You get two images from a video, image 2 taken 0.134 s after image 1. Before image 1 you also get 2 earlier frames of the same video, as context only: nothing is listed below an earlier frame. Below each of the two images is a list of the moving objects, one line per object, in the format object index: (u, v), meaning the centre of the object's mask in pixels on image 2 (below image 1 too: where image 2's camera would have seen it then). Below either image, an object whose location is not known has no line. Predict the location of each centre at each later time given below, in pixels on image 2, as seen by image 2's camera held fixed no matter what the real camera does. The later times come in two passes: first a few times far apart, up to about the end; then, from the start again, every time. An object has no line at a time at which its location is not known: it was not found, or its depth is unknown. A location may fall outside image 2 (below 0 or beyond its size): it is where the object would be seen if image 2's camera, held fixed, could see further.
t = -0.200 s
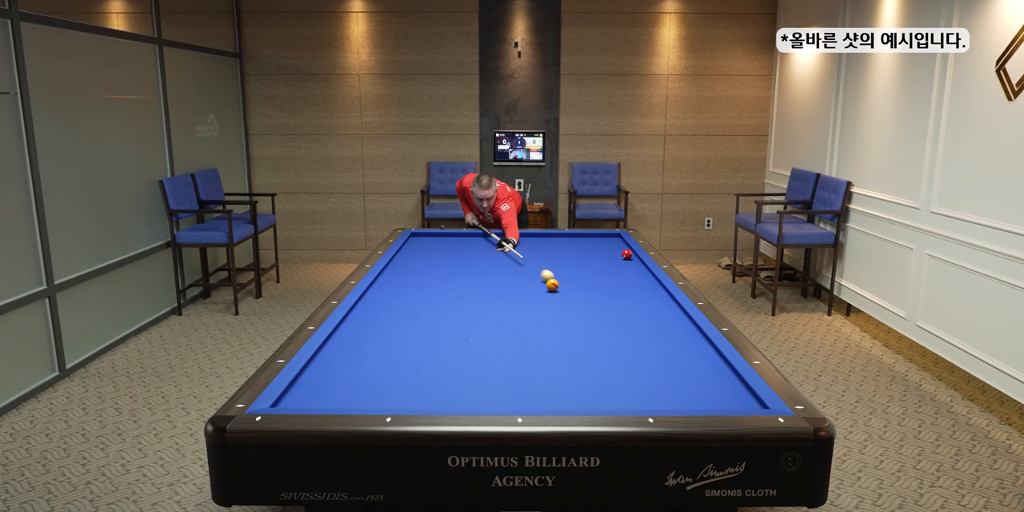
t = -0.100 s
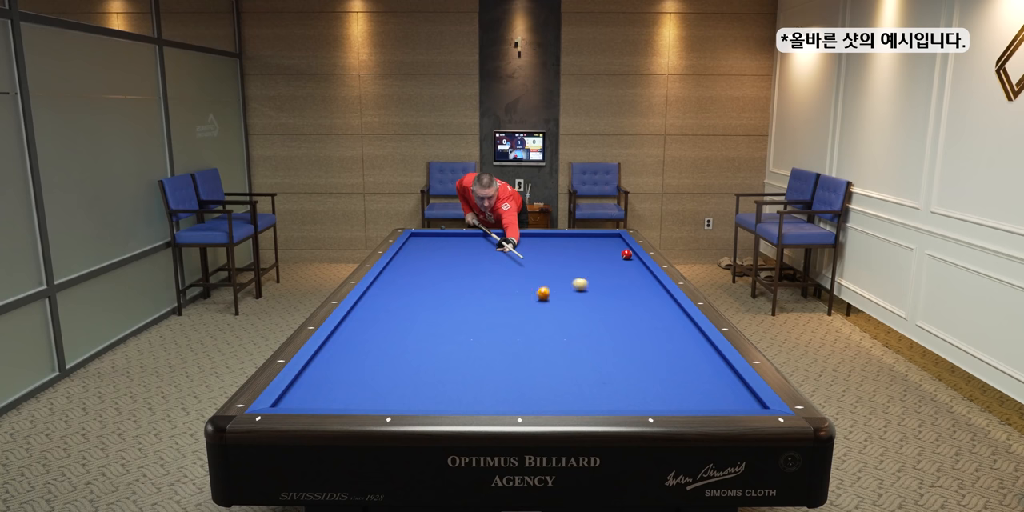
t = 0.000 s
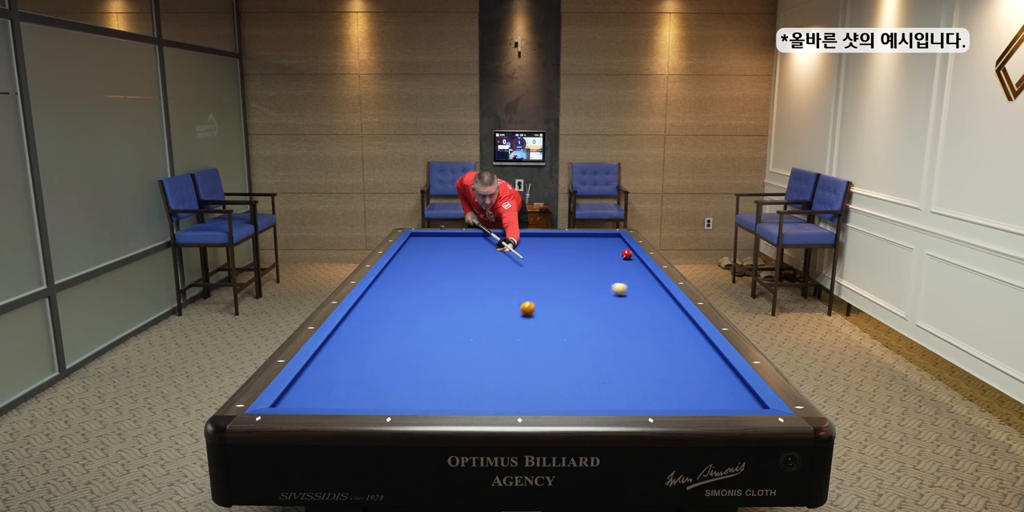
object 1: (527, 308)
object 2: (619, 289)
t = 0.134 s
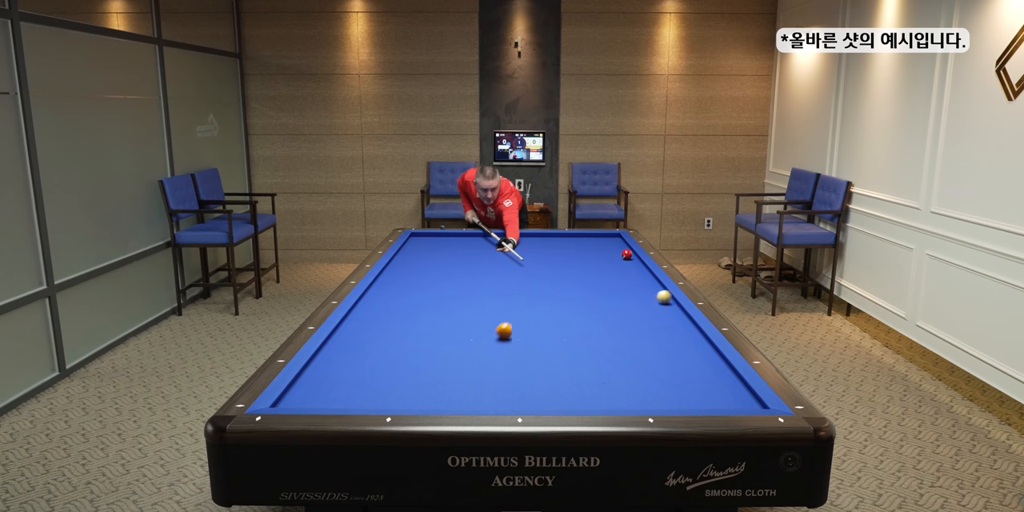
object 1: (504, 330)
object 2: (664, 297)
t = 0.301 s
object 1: (471, 362)
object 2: (620, 308)
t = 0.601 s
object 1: (421, 387)
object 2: (552, 335)
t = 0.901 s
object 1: (409, 347)
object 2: (472, 371)
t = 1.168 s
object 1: (398, 325)
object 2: (382, 400)
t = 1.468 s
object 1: (389, 304)
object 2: (310, 370)
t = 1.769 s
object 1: (381, 287)
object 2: (378, 348)
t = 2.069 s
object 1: (389, 274)
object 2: (430, 328)
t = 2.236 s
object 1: (398, 268)
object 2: (455, 319)
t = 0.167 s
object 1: (498, 336)
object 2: (654, 299)
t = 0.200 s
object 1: (492, 342)
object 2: (645, 301)
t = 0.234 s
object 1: (485, 349)
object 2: (637, 303)
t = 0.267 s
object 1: (478, 355)
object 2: (629, 305)
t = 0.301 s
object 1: (471, 362)
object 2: (620, 308)
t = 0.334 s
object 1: (464, 369)
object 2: (612, 310)
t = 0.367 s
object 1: (457, 376)
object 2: (604, 313)
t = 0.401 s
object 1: (449, 383)
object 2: (596, 316)
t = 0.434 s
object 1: (442, 391)
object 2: (589, 318)
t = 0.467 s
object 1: (433, 398)
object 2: (581, 321)
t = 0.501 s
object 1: (425, 402)
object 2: (574, 324)
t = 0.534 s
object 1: (423, 398)
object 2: (567, 328)
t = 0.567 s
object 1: (422, 393)
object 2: (560, 331)
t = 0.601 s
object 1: (421, 387)
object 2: (552, 335)
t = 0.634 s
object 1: (420, 381)
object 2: (545, 338)
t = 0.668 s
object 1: (419, 375)
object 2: (537, 342)
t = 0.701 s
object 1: (417, 370)
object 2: (528, 345)
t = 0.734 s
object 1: (416, 366)
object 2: (520, 349)
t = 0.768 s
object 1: (415, 362)
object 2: (511, 354)
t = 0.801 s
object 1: (413, 358)
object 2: (502, 358)
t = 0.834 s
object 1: (412, 354)
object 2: (492, 362)
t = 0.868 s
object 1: (410, 350)
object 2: (483, 367)
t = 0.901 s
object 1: (409, 347)
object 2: (472, 371)
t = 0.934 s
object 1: (407, 344)
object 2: (462, 376)
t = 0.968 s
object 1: (406, 341)
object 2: (451, 381)
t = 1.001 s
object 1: (405, 338)
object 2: (440, 386)
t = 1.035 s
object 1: (403, 335)
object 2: (429, 391)
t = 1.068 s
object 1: (402, 332)
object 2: (417, 396)
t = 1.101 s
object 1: (401, 330)
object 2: (404, 399)
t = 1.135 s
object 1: (399, 327)
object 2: (392, 402)
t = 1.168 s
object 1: (398, 325)
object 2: (382, 400)
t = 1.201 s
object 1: (397, 322)
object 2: (374, 397)
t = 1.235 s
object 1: (396, 320)
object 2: (365, 393)
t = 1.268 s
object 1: (395, 317)
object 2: (357, 388)
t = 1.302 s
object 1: (394, 315)
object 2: (348, 385)
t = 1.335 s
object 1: (392, 312)
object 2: (341, 382)
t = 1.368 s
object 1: (391, 310)
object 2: (332, 379)
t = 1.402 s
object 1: (390, 308)
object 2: (325, 376)
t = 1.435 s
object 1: (390, 306)
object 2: (317, 373)
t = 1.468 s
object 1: (389, 304)
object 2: (310, 370)
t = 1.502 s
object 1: (388, 302)
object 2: (317, 368)
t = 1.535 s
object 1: (387, 300)
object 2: (327, 365)
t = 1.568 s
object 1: (386, 298)
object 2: (336, 362)
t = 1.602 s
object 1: (385, 296)
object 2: (344, 360)
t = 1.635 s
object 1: (384, 294)
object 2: (351, 357)
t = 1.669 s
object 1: (383, 292)
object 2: (358, 355)
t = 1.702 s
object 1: (382, 290)
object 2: (365, 352)
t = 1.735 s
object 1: (382, 289)
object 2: (371, 350)
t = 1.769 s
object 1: (381, 287)
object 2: (378, 348)
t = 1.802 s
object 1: (380, 285)
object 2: (384, 345)
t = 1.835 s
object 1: (379, 284)
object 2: (390, 343)
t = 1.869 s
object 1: (378, 282)
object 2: (396, 341)
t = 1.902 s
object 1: (378, 281)
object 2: (403, 338)
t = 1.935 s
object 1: (381, 279)
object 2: (408, 337)
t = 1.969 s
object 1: (383, 278)
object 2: (414, 335)
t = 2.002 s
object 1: (385, 276)
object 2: (419, 332)
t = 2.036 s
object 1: (387, 275)
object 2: (425, 330)
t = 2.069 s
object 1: (389, 274)
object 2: (430, 328)
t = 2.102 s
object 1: (391, 272)
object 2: (436, 327)
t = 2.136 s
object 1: (393, 271)
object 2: (441, 325)
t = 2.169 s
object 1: (395, 270)
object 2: (446, 323)
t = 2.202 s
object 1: (396, 269)
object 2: (451, 321)
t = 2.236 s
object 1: (398, 268)
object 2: (455, 319)
